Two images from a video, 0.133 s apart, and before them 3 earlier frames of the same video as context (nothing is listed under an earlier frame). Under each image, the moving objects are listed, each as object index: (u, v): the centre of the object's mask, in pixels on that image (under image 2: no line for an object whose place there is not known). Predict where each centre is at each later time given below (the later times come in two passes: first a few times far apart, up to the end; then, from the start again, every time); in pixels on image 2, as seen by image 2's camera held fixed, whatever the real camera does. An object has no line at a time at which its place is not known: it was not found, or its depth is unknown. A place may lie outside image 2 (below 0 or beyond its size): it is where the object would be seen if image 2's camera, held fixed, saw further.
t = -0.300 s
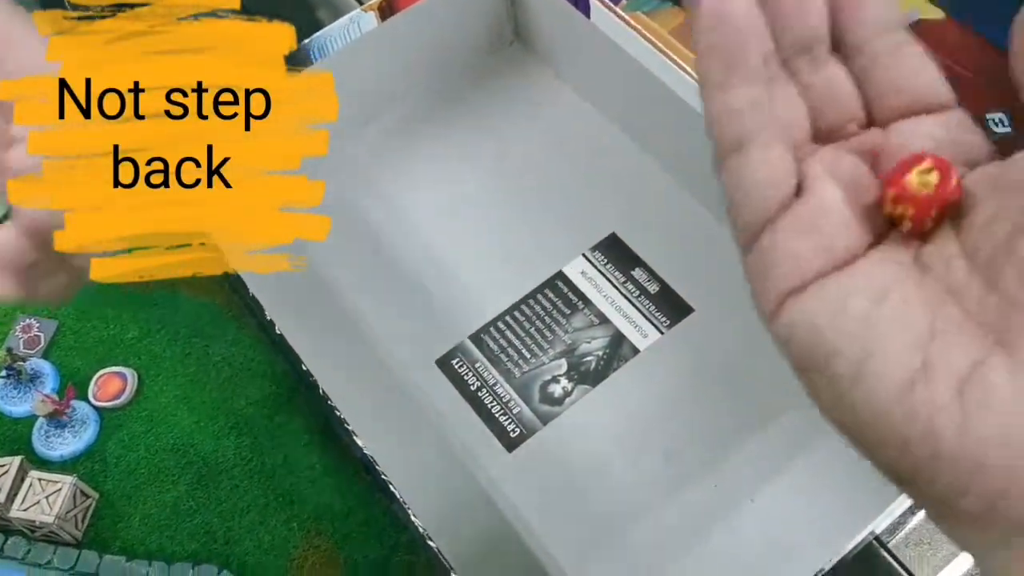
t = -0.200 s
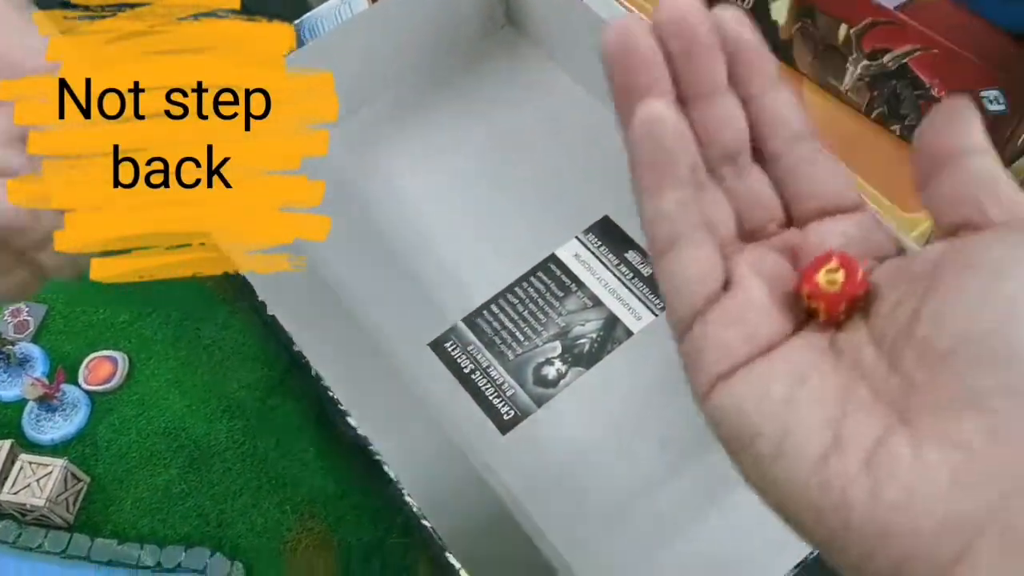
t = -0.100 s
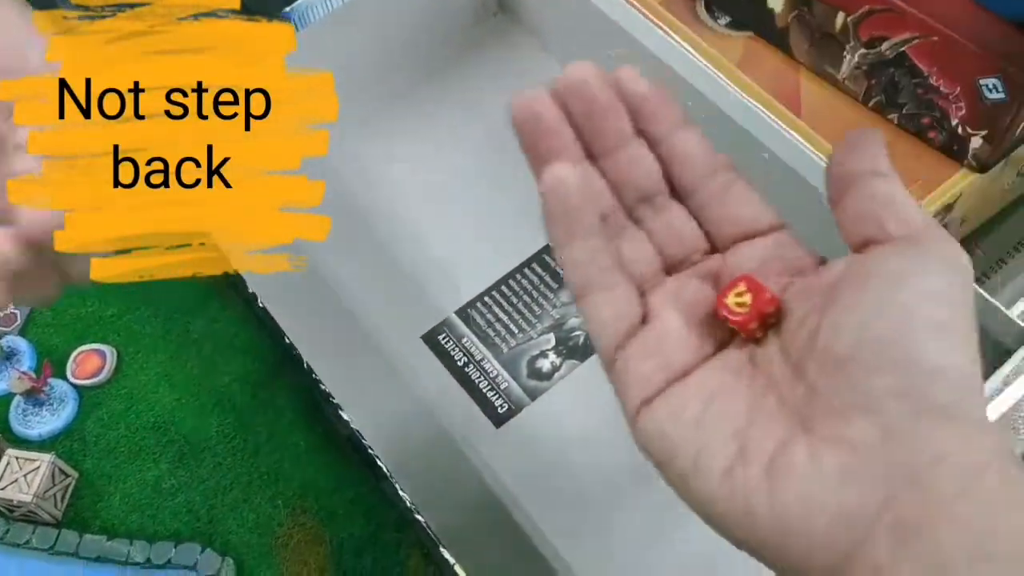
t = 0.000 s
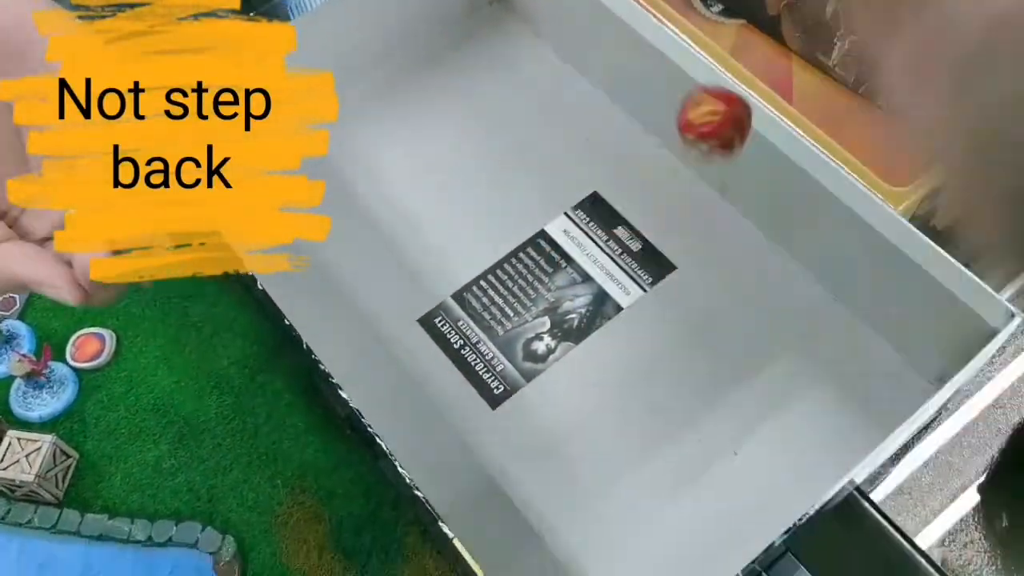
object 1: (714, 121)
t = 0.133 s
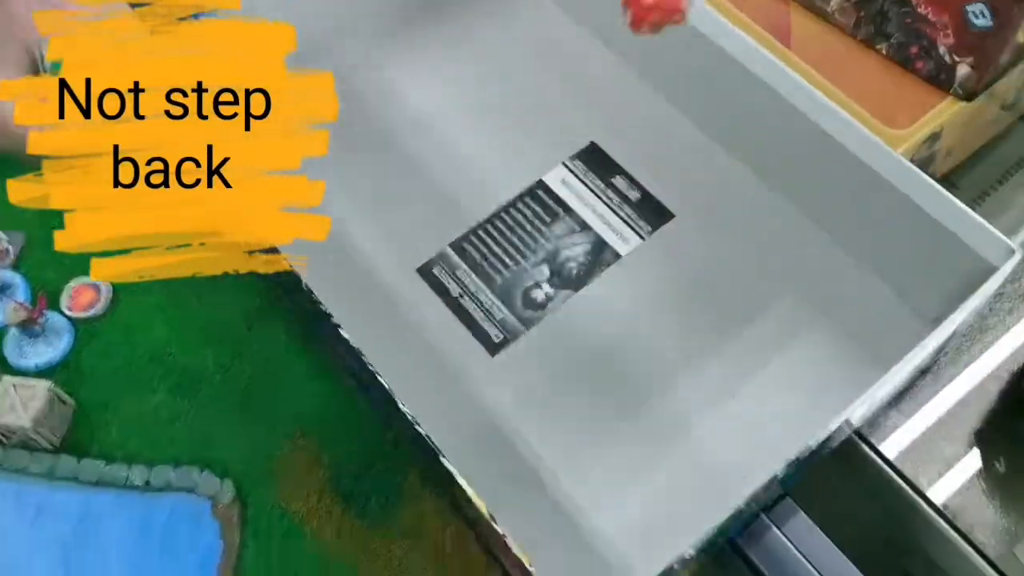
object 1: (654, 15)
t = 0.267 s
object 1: (567, 291)
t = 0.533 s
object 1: (547, 544)
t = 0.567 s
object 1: (567, 565)
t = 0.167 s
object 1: (629, 58)
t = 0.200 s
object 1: (605, 133)
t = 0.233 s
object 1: (585, 217)
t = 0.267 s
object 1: (567, 291)
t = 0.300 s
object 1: (551, 322)
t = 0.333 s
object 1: (532, 352)
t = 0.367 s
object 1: (512, 398)
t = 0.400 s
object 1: (493, 456)
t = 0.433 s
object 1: (486, 492)
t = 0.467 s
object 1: (504, 509)
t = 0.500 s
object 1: (524, 527)
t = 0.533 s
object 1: (547, 544)
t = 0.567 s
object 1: (567, 565)
